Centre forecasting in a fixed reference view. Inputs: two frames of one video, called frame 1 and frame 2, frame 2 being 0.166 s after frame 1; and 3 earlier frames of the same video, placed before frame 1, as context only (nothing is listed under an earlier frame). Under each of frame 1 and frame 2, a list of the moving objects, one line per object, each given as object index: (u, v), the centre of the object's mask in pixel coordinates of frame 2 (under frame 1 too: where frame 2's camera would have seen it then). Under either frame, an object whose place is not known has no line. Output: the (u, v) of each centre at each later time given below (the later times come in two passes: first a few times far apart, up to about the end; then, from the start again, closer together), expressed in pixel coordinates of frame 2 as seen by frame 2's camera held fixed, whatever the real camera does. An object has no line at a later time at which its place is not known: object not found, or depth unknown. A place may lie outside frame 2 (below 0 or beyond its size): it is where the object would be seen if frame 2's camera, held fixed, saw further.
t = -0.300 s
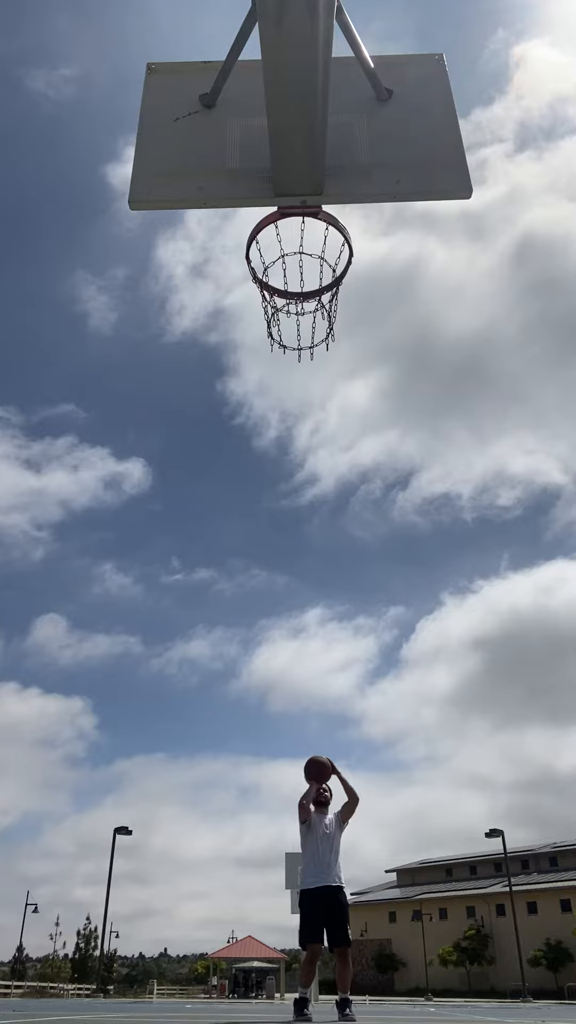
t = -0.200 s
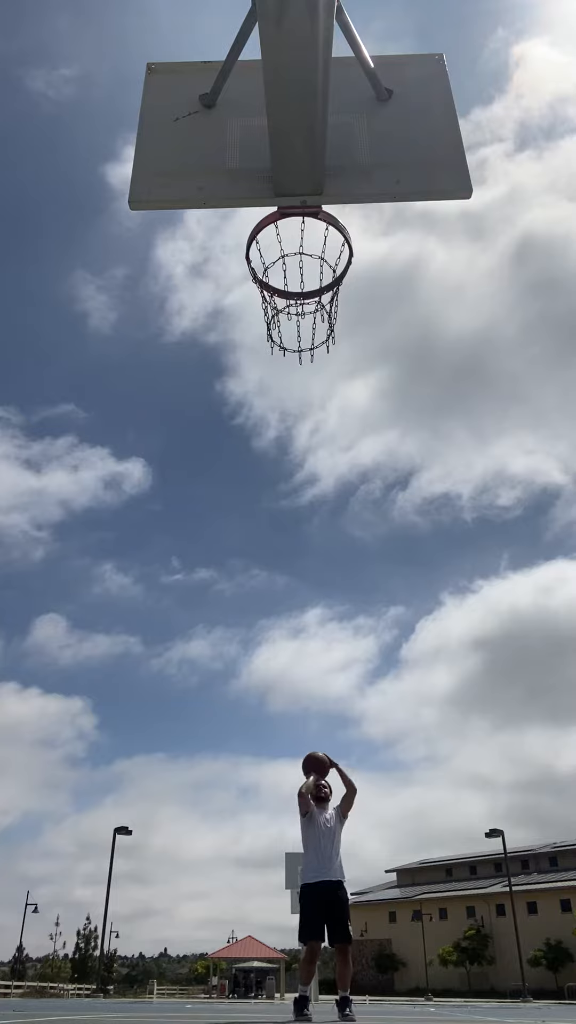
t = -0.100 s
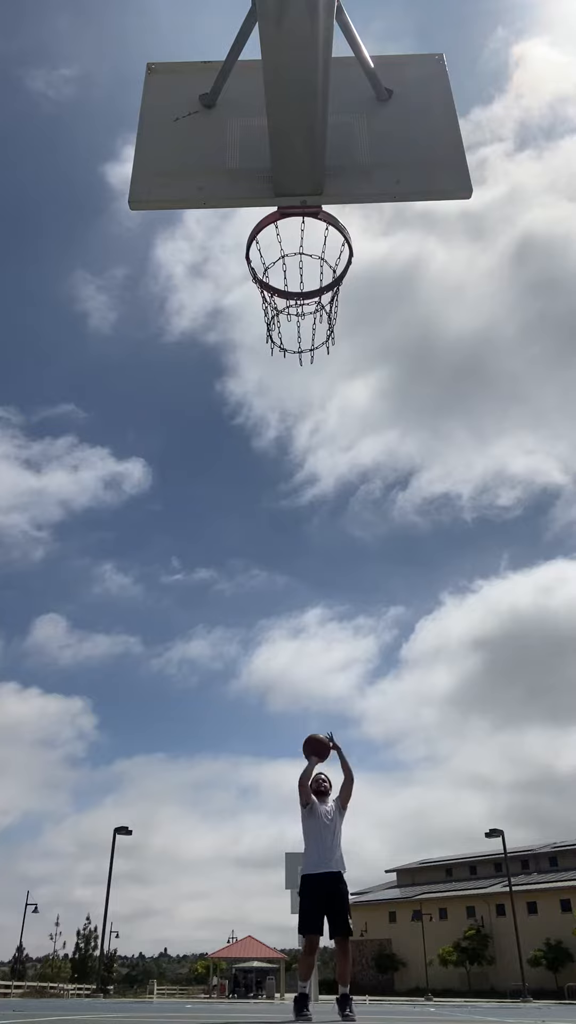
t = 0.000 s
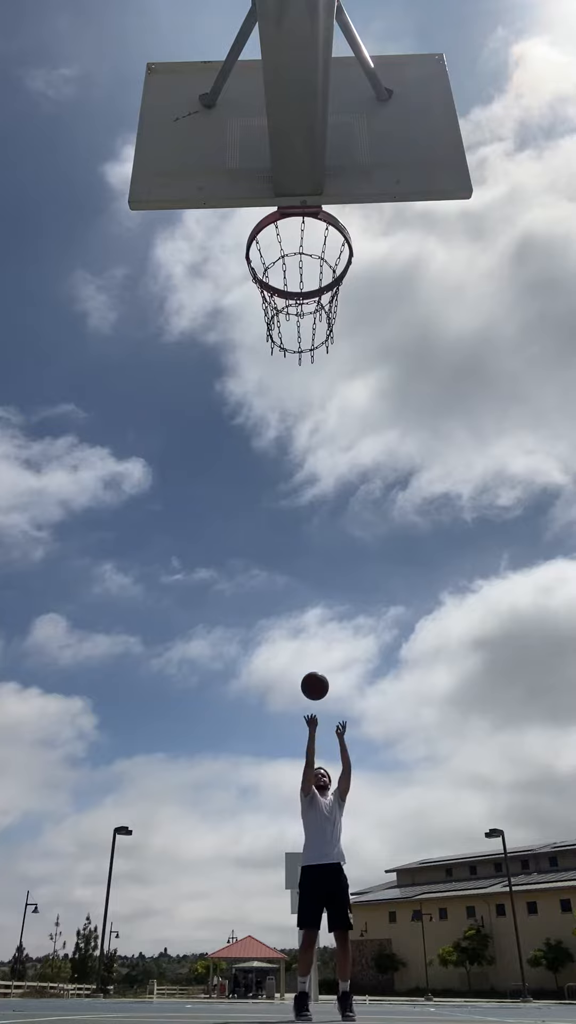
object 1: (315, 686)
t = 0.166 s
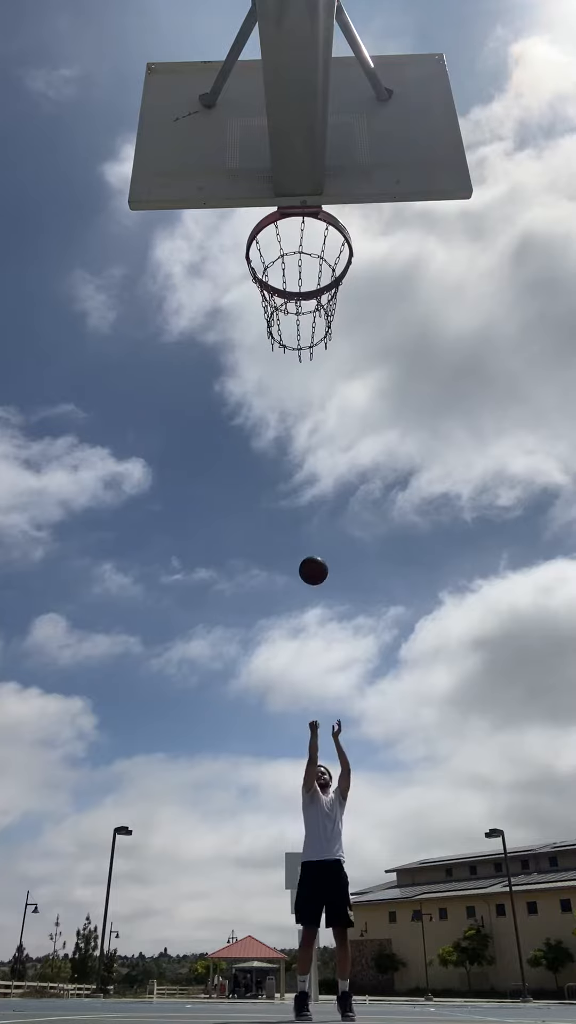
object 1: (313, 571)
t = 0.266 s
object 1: (312, 511)
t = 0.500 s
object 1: (310, 392)
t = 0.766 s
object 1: (309, 288)
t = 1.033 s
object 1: (279, 279)
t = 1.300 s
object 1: (265, 313)
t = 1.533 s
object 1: (293, 395)
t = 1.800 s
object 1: (332, 634)
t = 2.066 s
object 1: (380, 887)
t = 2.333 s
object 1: (393, 615)
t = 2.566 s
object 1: (413, 556)
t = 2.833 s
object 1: (449, 627)
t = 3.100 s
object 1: (518, 895)
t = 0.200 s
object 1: (313, 550)
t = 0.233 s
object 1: (313, 530)
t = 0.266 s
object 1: (312, 511)
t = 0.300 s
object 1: (312, 492)
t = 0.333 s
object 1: (312, 474)
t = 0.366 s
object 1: (311, 457)
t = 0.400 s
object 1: (311, 440)
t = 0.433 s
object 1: (311, 423)
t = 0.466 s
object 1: (311, 408)
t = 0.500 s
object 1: (310, 392)
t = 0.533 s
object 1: (310, 378)
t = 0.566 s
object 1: (310, 363)
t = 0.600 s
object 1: (310, 350)
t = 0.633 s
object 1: (310, 336)
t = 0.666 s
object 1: (310, 324)
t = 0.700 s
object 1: (310, 312)
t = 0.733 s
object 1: (310, 300)
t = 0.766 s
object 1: (309, 288)
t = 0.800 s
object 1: (309, 277)
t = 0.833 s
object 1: (310, 268)
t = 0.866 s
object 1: (310, 257)
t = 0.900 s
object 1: (310, 248)
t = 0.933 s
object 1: (303, 253)
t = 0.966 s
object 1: (294, 265)
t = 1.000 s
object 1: (286, 272)
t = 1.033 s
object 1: (279, 279)
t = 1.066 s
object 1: (274, 287)
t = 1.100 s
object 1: (271, 292)
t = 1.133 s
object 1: (269, 295)
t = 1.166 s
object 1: (267, 298)
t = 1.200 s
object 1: (263, 300)
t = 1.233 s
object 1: (261, 303)
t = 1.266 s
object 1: (262, 308)
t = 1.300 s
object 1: (265, 313)
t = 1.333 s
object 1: (268, 320)
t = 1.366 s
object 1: (272, 328)
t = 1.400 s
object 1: (276, 337)
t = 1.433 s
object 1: (280, 349)
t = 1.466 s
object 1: (285, 362)
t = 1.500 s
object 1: (289, 377)
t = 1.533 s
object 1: (293, 395)
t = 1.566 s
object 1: (297, 415)
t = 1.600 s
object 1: (302, 437)
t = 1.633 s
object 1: (306, 462)
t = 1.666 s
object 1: (311, 489)
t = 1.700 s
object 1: (316, 520)
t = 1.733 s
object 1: (321, 554)
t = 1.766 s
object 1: (326, 592)
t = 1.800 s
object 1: (332, 634)
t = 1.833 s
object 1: (338, 681)
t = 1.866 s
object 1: (345, 733)
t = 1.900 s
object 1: (352, 793)
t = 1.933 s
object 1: (360, 861)
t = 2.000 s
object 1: (377, 1000)
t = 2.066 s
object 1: (380, 887)
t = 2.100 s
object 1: (382, 834)
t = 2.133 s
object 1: (383, 788)
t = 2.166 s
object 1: (384, 748)
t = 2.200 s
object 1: (386, 713)
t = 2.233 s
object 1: (387, 683)
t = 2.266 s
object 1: (389, 656)
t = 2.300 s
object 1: (391, 634)
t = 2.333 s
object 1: (393, 615)
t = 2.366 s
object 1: (396, 598)
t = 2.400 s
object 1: (398, 585)
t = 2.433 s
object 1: (401, 574)
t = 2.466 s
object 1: (404, 566)
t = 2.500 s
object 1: (407, 560)
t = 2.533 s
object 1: (410, 557)
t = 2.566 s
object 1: (413, 556)
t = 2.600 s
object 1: (417, 556)
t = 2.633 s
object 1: (420, 560)
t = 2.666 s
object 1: (424, 565)
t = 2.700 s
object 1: (429, 573)
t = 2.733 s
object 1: (433, 583)
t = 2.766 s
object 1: (438, 595)
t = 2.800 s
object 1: (444, 610)
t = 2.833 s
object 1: (449, 627)
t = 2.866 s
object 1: (455, 647)
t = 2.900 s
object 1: (462, 671)
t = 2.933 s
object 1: (469, 697)
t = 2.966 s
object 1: (477, 728)
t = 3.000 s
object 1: (486, 762)
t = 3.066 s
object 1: (506, 845)
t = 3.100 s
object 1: (518, 895)
